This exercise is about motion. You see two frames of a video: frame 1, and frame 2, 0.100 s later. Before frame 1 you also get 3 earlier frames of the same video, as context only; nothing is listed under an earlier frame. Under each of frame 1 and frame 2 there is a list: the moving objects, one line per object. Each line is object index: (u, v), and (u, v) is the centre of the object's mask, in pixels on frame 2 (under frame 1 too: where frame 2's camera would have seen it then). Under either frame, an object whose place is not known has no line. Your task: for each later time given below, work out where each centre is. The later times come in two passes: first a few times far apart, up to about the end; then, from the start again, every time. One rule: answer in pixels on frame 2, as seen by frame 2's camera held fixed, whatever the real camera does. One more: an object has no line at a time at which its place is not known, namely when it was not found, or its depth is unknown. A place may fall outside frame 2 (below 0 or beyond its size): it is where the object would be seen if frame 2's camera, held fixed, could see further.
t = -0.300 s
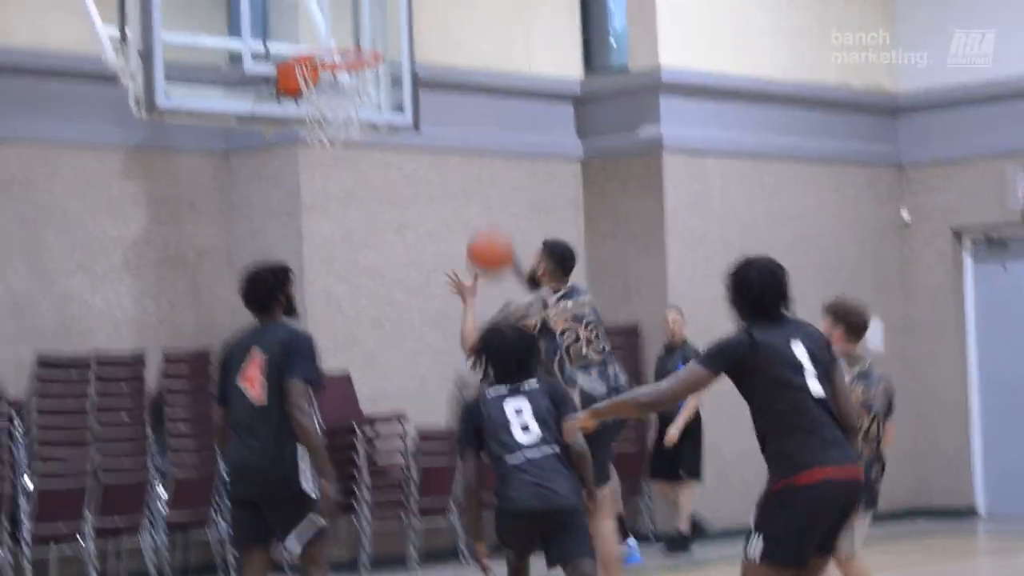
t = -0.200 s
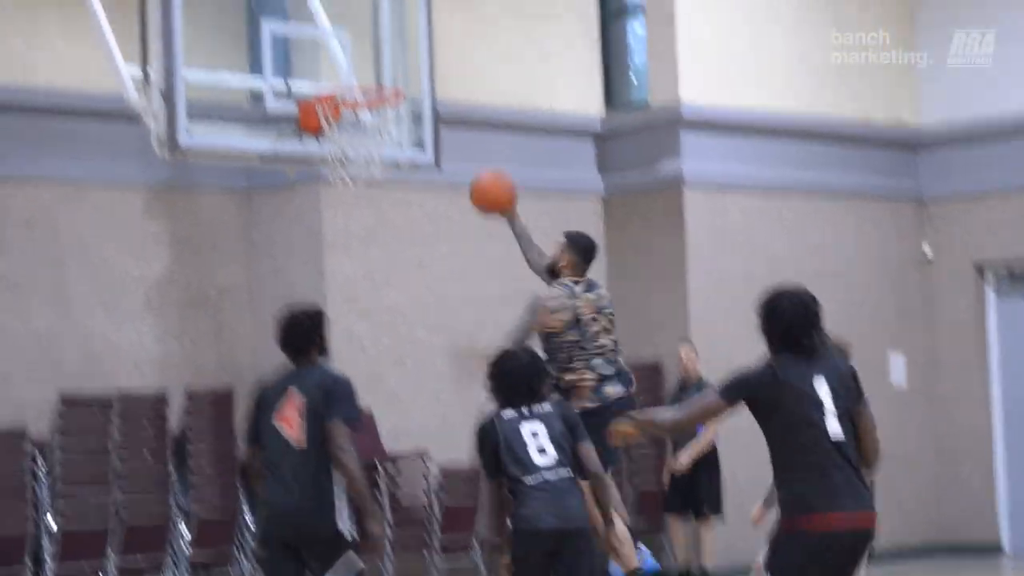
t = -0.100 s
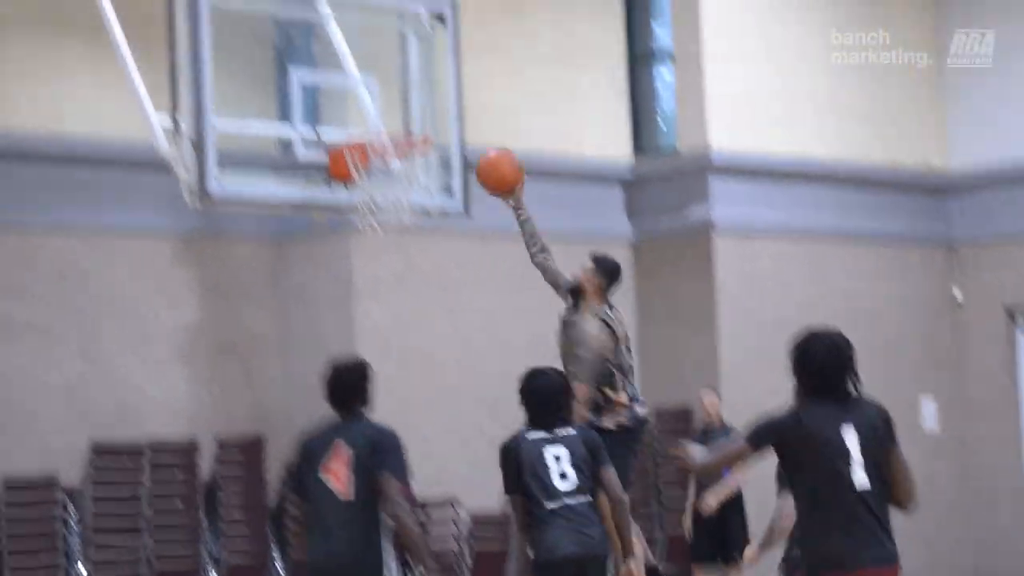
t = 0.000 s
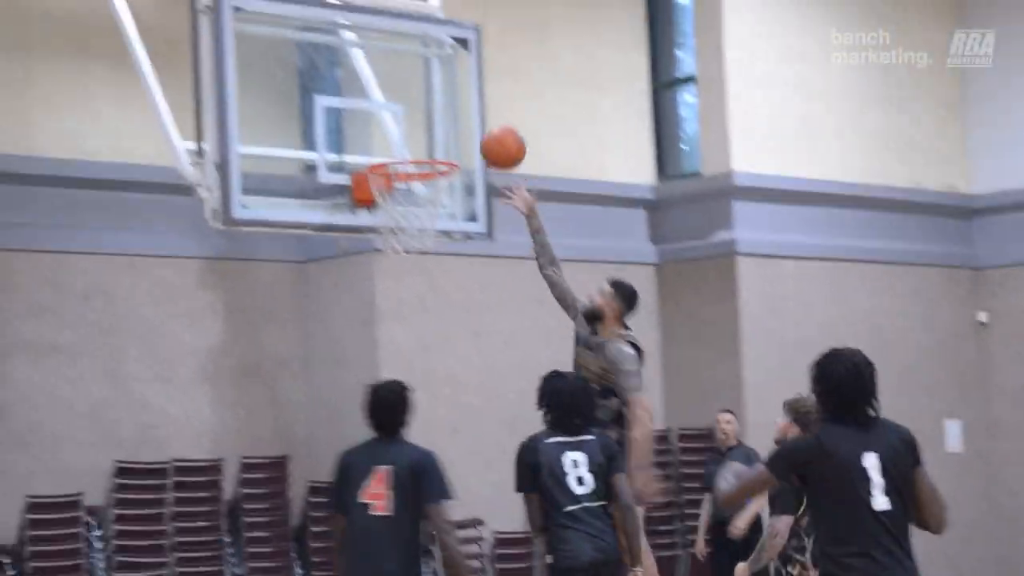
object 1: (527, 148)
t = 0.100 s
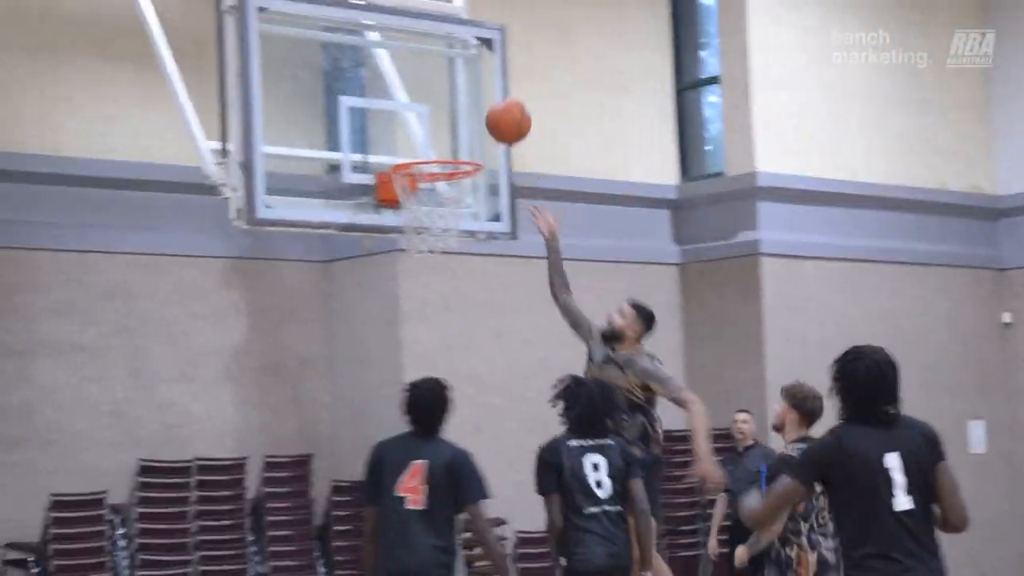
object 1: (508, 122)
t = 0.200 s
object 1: (490, 113)
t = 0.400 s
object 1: (459, 148)
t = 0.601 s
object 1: (428, 234)
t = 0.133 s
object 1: (502, 117)
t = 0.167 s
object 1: (496, 114)
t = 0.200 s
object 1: (490, 113)
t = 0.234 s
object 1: (485, 115)
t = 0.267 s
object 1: (480, 118)
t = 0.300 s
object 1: (474, 123)
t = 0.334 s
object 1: (469, 131)
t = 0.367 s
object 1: (464, 139)
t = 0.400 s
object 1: (459, 148)
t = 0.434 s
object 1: (454, 164)
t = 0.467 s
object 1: (449, 177)
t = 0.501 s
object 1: (444, 190)
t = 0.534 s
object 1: (437, 204)
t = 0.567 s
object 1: (433, 221)
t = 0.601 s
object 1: (428, 234)
